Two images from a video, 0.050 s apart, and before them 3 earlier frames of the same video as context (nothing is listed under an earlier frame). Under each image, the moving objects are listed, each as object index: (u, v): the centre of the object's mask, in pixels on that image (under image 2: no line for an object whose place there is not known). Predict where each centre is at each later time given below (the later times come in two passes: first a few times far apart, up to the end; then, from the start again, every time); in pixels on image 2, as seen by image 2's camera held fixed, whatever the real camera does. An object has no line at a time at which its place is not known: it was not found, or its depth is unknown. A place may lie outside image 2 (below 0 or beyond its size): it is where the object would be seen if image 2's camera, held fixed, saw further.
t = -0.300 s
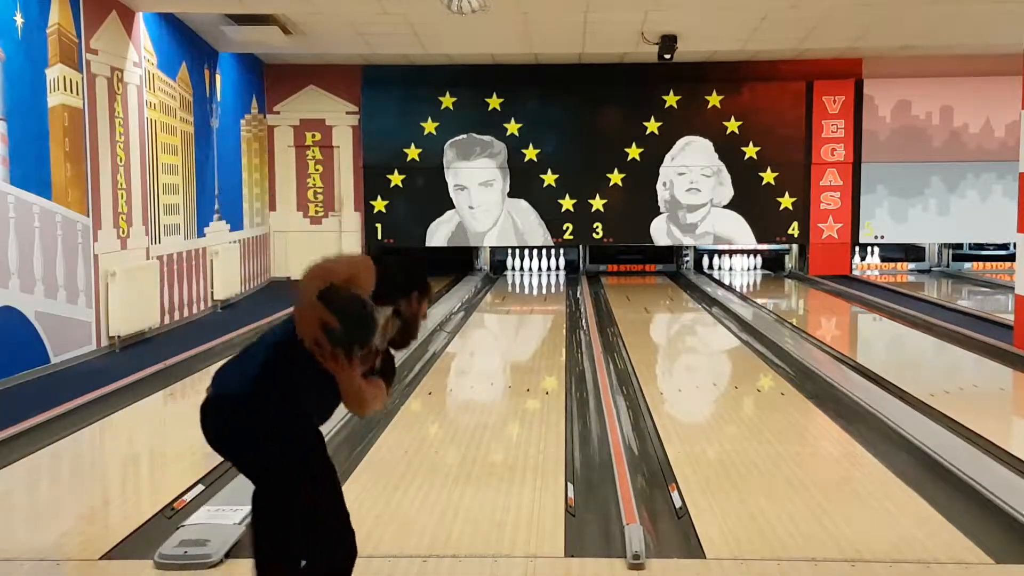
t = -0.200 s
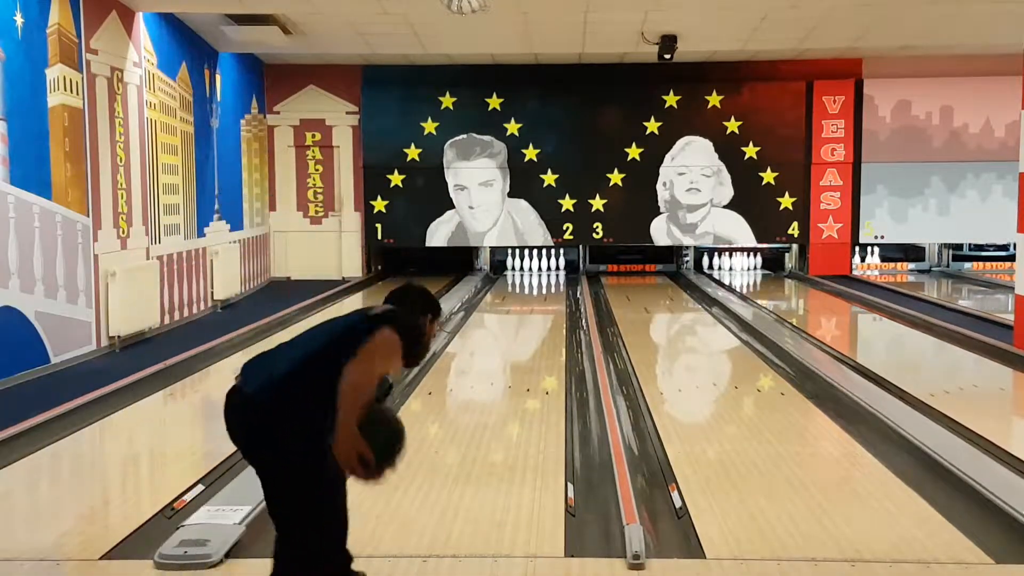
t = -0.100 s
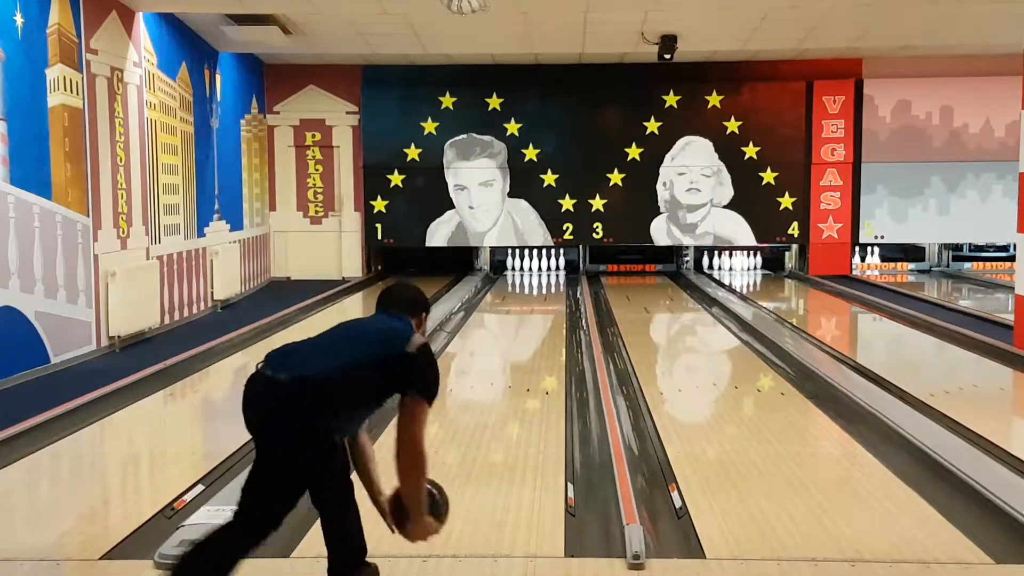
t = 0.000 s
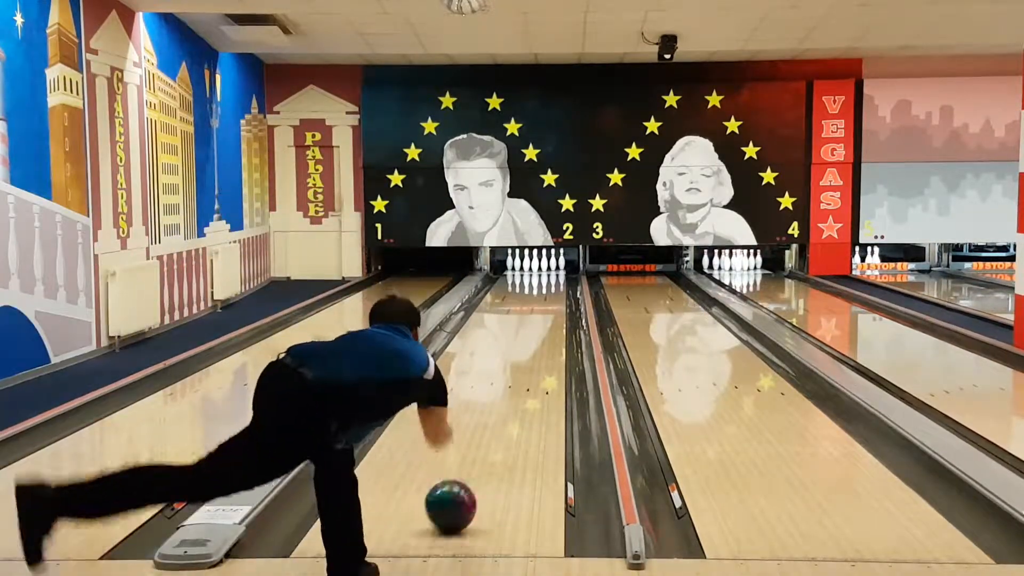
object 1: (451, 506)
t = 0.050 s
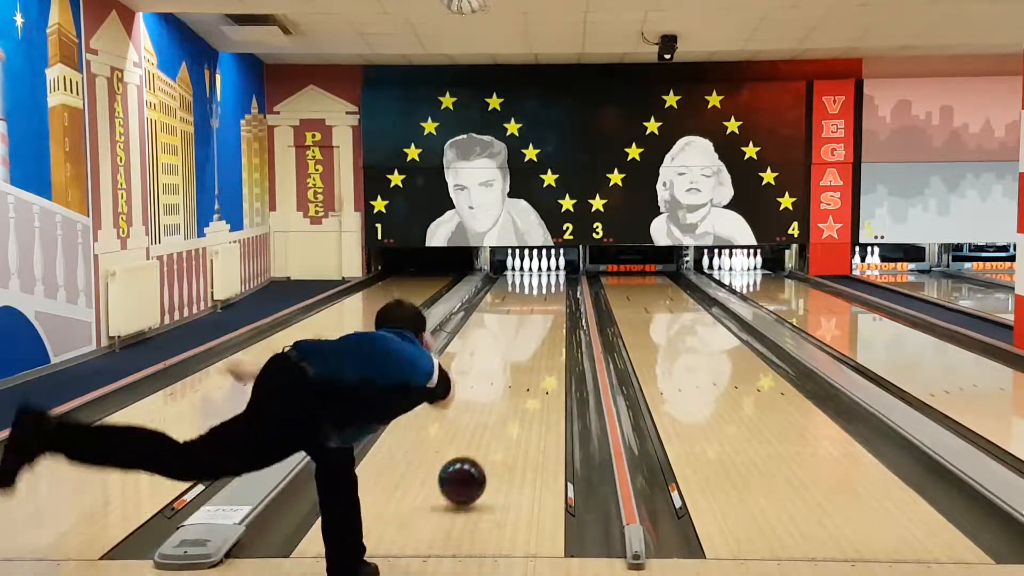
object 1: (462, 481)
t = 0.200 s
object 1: (488, 436)
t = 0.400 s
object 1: (522, 388)
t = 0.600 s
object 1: (528, 360)
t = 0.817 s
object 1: (540, 336)
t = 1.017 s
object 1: (548, 319)
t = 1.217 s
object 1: (552, 306)
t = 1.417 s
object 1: (555, 296)
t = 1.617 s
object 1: (555, 287)
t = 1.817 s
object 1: (554, 280)
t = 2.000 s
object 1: (551, 274)
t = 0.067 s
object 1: (466, 474)
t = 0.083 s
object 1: (469, 469)
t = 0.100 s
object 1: (472, 465)
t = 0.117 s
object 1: (475, 461)
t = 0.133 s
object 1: (478, 455)
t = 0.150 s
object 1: (481, 450)
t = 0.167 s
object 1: (483, 445)
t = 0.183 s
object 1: (486, 440)
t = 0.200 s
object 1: (488, 436)
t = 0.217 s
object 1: (491, 431)
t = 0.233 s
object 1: (493, 427)
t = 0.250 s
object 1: (495, 423)
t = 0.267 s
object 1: (498, 419)
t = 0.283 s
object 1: (500, 415)
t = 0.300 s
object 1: (502, 411)
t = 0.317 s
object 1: (504, 407)
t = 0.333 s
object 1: (506, 404)
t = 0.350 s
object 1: (507, 401)
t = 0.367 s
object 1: (509, 398)
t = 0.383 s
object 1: (509, 396)
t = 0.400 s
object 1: (522, 388)
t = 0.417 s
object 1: (516, 387)
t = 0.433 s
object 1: (516, 385)
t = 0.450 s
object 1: (517, 383)
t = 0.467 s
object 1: (518, 380)
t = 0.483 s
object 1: (520, 377)
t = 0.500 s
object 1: (521, 375)
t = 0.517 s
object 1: (522, 372)
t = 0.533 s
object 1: (524, 370)
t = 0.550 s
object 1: (525, 367)
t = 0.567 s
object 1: (526, 365)
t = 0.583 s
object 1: (527, 363)
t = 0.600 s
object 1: (528, 360)
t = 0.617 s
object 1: (530, 358)
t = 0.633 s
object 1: (531, 356)
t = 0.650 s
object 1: (532, 354)
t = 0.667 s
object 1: (533, 352)
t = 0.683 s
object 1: (534, 350)
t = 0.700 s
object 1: (535, 348)
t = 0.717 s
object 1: (536, 346)
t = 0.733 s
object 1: (536, 345)
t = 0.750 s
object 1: (537, 343)
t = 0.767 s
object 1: (538, 341)
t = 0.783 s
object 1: (539, 340)
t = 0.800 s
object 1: (540, 338)
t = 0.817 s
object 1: (540, 336)
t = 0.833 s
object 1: (541, 335)
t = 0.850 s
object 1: (542, 333)
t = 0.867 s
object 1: (543, 332)
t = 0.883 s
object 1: (543, 330)
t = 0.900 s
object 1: (544, 329)
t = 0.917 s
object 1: (545, 327)
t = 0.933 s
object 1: (545, 326)
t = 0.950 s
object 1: (546, 325)
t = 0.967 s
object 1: (546, 323)
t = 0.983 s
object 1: (547, 322)
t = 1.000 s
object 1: (548, 321)
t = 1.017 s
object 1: (548, 319)
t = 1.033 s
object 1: (549, 318)
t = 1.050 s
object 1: (549, 317)
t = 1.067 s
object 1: (549, 316)
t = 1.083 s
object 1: (550, 315)
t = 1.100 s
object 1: (550, 314)
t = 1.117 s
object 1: (551, 313)
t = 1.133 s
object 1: (551, 312)
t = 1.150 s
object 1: (552, 310)
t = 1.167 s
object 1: (552, 309)
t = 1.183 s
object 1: (552, 308)
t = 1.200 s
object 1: (552, 307)
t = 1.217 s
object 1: (552, 306)
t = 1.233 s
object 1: (553, 305)
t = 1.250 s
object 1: (553, 304)
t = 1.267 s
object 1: (553, 303)
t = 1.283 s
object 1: (553, 302)
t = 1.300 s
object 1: (554, 301)
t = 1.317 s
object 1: (554, 300)
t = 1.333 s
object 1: (554, 300)
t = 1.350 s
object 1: (554, 299)
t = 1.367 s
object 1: (554, 298)
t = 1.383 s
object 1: (554, 297)
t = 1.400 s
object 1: (555, 296)
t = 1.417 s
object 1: (555, 296)
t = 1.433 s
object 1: (555, 295)
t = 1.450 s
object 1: (555, 294)
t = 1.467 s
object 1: (555, 293)
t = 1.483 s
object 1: (555, 293)
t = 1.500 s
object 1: (555, 292)
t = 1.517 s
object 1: (555, 291)
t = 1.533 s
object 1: (555, 290)
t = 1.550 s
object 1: (555, 290)
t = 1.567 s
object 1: (555, 289)
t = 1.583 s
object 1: (555, 288)
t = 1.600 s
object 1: (556, 287)
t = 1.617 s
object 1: (555, 287)
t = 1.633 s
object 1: (556, 286)
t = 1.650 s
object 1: (556, 285)
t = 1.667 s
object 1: (556, 285)
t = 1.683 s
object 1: (556, 284)
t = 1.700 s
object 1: (555, 284)
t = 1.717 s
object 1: (555, 283)
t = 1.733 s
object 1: (555, 282)
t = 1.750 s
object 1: (555, 282)
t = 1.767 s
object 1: (555, 281)
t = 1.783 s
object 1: (555, 281)
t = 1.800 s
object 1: (554, 280)
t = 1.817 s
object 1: (554, 280)
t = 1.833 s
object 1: (554, 279)
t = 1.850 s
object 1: (554, 278)
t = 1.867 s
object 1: (554, 278)
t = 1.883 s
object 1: (554, 277)
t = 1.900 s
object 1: (553, 277)
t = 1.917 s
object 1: (553, 276)
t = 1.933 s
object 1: (552, 276)
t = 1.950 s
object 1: (552, 275)
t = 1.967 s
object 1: (552, 275)
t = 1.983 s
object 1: (552, 274)
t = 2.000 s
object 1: (551, 274)
